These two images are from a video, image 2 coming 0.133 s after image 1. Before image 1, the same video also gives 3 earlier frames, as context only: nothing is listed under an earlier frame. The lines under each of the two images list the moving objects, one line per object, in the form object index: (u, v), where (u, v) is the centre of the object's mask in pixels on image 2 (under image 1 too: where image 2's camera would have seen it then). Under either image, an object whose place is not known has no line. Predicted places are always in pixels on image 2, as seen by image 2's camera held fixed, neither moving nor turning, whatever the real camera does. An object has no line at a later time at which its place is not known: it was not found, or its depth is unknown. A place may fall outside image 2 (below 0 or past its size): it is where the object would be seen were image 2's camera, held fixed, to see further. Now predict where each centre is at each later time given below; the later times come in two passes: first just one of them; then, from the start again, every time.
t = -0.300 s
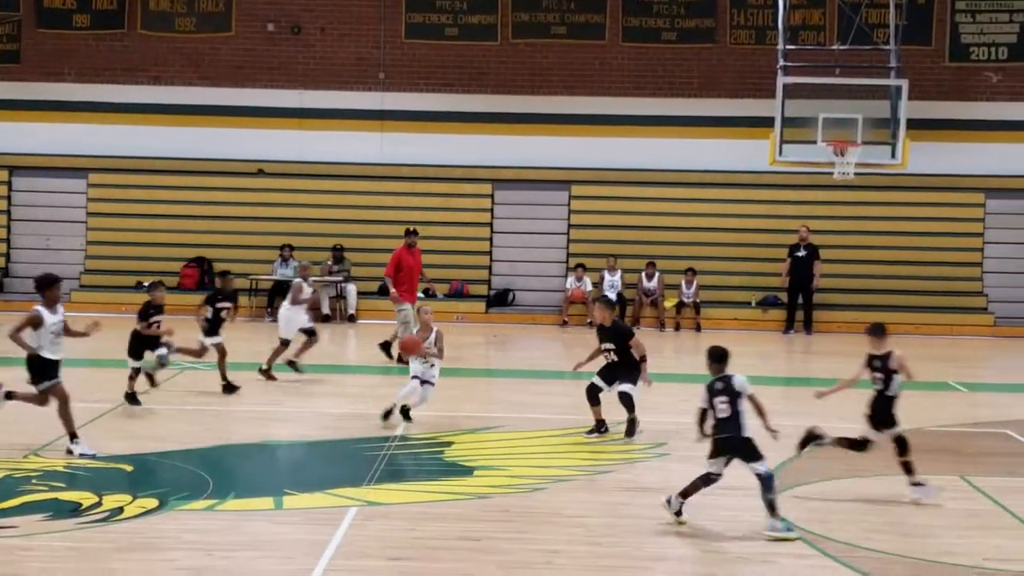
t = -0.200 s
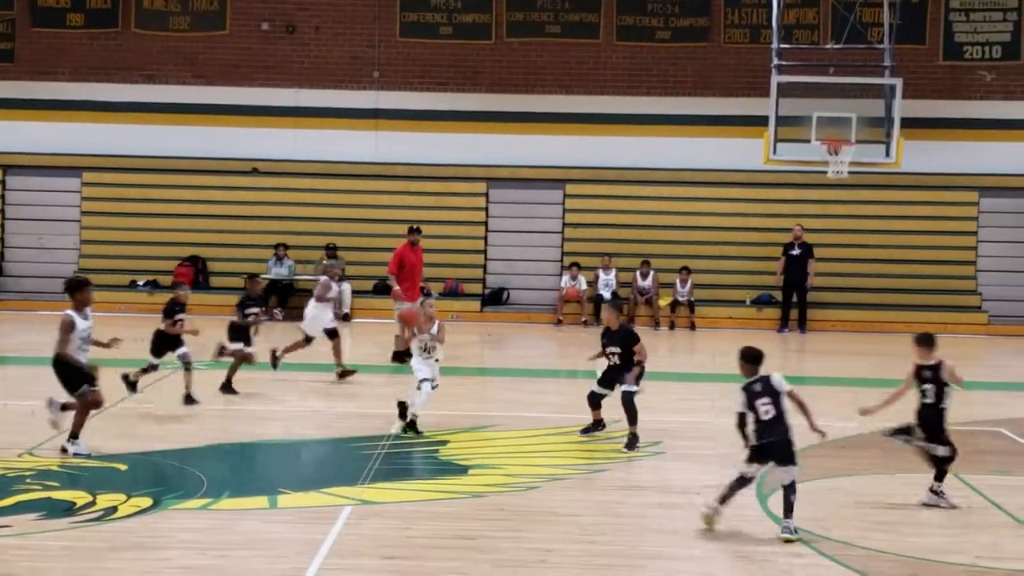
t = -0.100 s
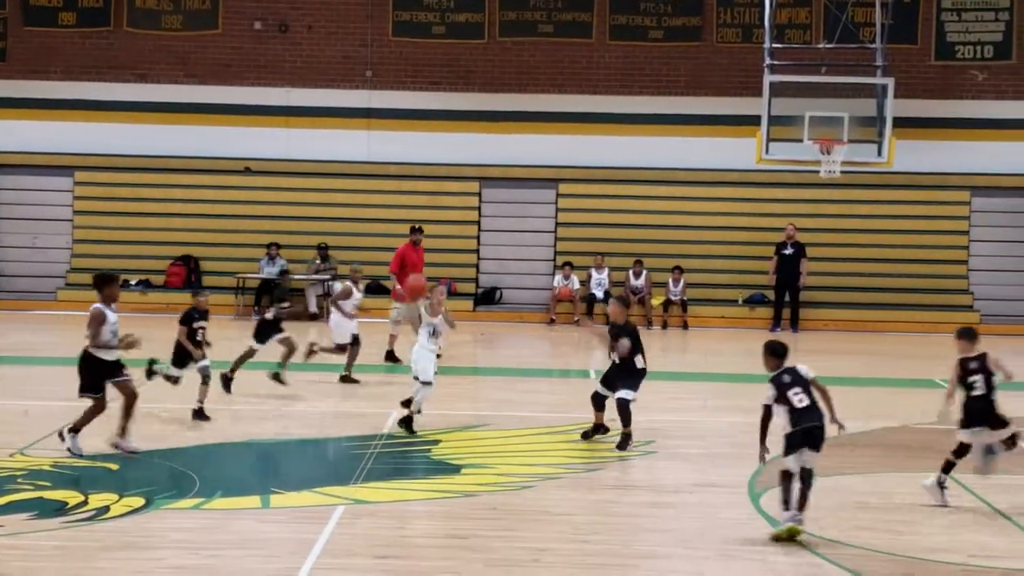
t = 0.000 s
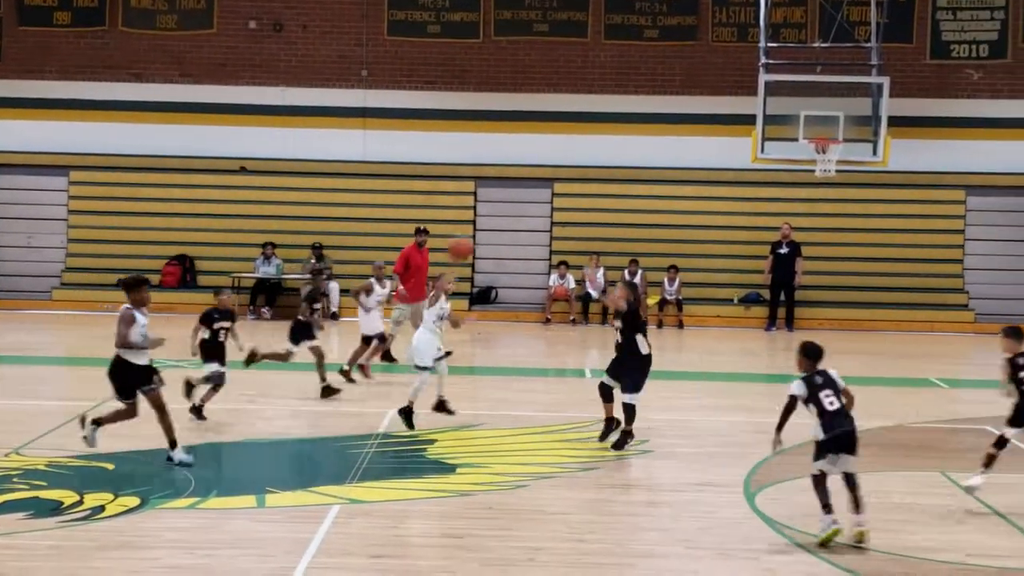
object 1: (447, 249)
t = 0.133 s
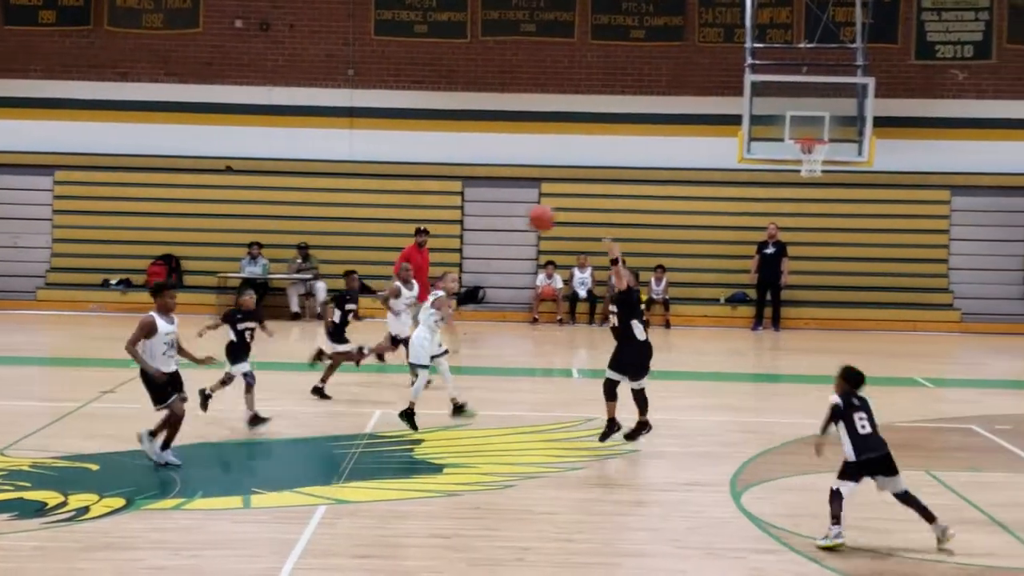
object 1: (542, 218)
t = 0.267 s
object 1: (650, 205)
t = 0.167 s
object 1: (567, 214)
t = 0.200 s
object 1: (594, 209)
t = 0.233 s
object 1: (622, 206)
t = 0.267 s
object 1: (650, 205)
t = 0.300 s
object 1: (680, 206)
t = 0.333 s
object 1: (711, 207)
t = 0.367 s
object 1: (743, 209)
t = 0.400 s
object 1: (777, 213)
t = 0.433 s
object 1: (812, 219)
